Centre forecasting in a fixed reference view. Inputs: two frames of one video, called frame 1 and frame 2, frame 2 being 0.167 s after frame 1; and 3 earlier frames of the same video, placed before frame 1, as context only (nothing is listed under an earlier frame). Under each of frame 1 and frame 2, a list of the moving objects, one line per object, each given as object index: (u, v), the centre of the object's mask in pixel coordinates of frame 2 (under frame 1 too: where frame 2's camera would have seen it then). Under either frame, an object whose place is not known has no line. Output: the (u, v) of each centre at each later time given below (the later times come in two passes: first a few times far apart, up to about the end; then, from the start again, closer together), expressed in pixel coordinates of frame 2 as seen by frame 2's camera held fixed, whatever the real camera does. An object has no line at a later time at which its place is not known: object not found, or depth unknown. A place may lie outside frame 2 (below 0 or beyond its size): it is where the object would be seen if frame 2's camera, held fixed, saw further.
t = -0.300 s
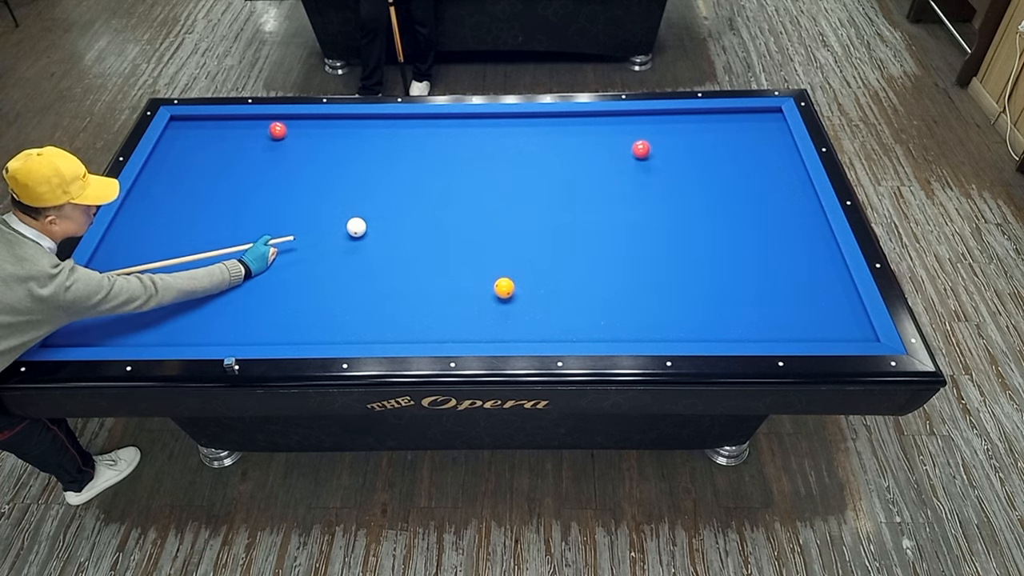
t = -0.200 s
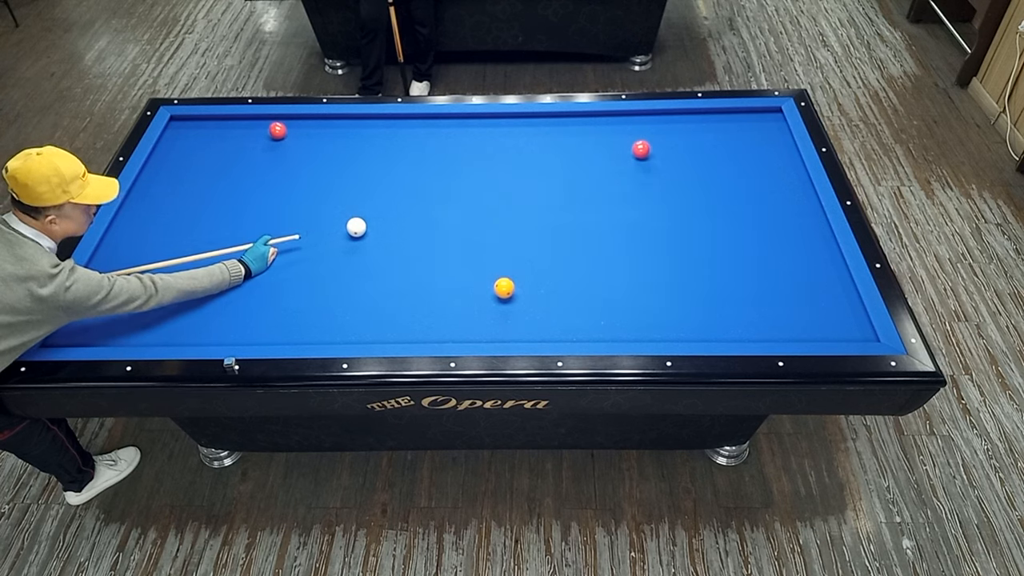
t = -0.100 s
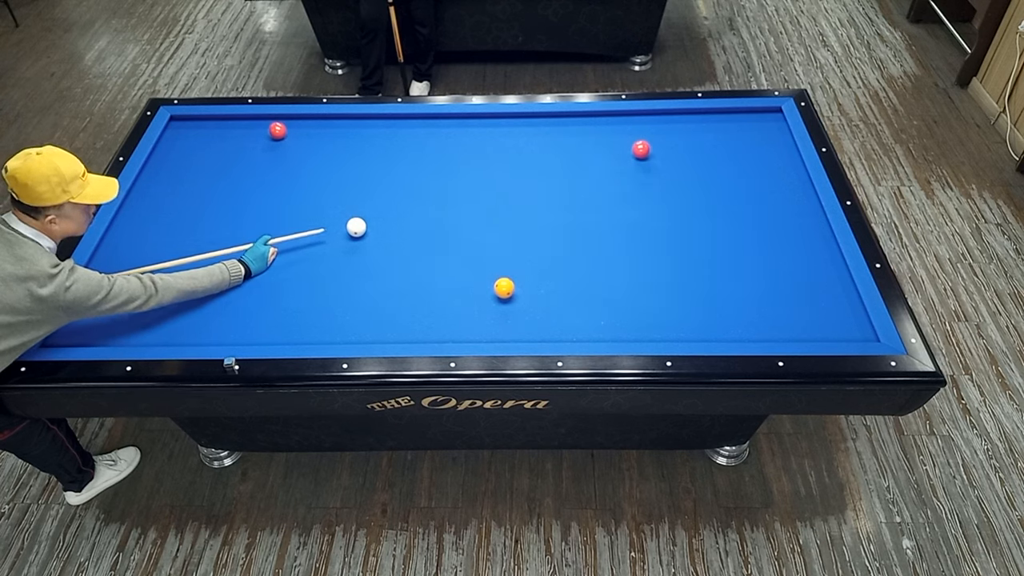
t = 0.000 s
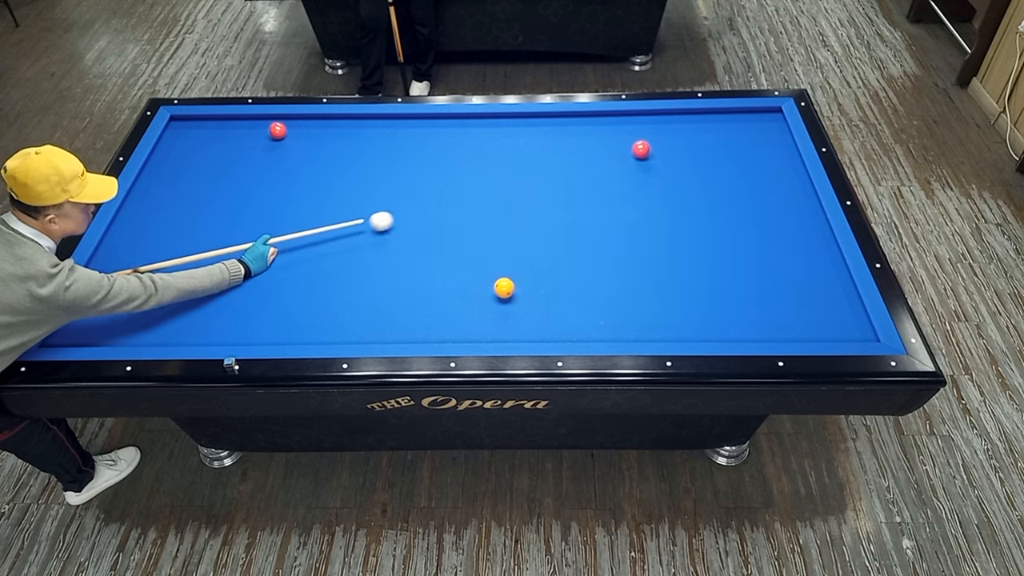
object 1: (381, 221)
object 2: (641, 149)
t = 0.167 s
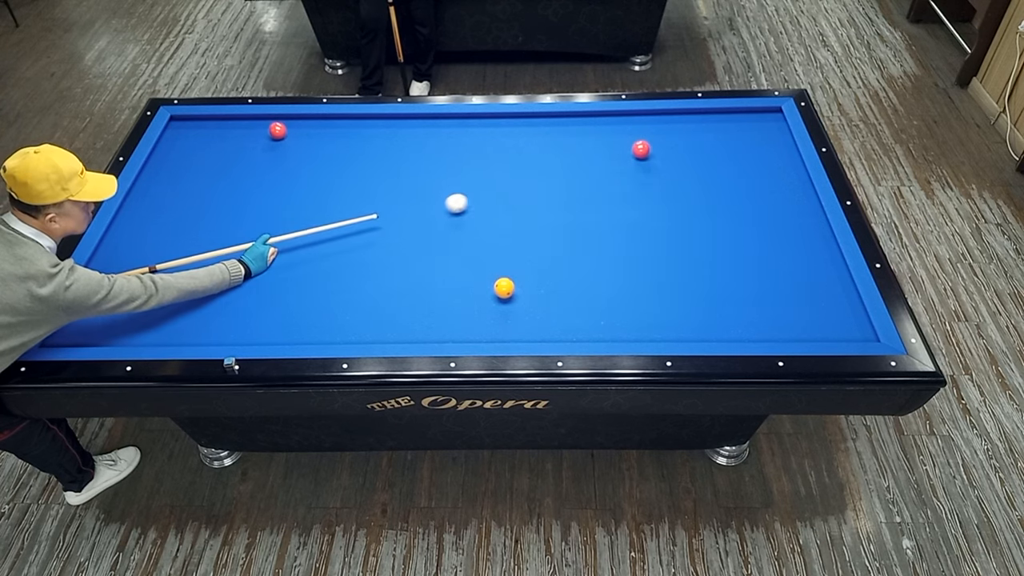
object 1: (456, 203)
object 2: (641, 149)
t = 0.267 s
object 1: (499, 192)
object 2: (641, 149)
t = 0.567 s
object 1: (621, 162)
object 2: (641, 149)
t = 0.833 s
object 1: (711, 165)
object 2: (655, 123)
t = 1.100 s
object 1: (797, 170)
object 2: (672, 124)
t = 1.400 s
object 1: (728, 168)
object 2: (693, 139)
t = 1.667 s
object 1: (679, 168)
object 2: (713, 154)
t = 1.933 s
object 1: (631, 167)
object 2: (733, 168)
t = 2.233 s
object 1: (579, 166)
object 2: (756, 185)
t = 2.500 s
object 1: (534, 165)
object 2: (776, 200)
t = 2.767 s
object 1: (491, 164)
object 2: (797, 216)
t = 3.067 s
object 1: (443, 163)
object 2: (821, 233)
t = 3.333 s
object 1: (402, 162)
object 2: (823, 247)
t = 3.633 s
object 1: (357, 160)
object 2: (820, 262)
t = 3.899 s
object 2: (817, 275)
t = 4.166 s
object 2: (814, 288)
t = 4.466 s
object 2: (811, 301)
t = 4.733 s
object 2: (808, 313)
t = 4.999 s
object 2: (805, 325)
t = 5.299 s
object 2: (800, 332)
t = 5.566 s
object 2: (794, 328)
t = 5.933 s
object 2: (785, 320)
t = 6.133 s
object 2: (782, 317)
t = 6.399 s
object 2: (778, 313)
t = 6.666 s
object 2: (775, 310)
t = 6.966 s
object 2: (772, 307)
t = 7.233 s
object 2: (770, 305)
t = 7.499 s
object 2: (769, 303)
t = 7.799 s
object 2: (769, 301)
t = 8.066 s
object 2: (768, 301)
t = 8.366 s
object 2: (768, 301)
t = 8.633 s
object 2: (768, 301)
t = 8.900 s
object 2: (768, 301)
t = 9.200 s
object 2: (768, 301)
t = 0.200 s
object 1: (471, 199)
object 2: (641, 149)
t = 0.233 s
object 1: (485, 196)
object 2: (640, 149)
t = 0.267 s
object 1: (499, 192)
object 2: (641, 149)
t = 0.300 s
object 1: (513, 189)
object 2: (641, 149)
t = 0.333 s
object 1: (527, 185)
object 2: (641, 149)
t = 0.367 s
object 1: (541, 182)
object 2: (641, 149)
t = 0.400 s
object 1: (555, 179)
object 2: (641, 149)
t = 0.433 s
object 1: (568, 176)
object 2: (641, 149)
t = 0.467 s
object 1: (581, 172)
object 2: (641, 149)
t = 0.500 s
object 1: (595, 169)
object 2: (641, 149)
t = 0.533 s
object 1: (608, 166)
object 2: (641, 149)
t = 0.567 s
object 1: (621, 162)
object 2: (641, 149)
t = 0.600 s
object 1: (634, 159)
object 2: (641, 147)
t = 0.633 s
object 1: (645, 160)
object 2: (643, 144)
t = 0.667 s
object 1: (656, 162)
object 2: (645, 141)
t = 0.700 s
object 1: (666, 163)
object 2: (648, 137)
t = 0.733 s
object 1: (677, 164)
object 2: (650, 133)
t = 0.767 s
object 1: (689, 164)
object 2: (652, 130)
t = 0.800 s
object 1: (700, 165)
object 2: (653, 126)
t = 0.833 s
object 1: (711, 165)
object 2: (655, 123)
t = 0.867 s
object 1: (722, 166)
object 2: (657, 120)
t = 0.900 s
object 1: (734, 167)
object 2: (659, 117)
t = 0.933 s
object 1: (745, 167)
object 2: (660, 114)
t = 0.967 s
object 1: (756, 168)
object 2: (662, 116)
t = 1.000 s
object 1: (768, 168)
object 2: (665, 118)
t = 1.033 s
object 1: (779, 169)
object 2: (667, 120)
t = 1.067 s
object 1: (791, 169)
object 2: (670, 122)
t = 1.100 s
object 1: (797, 170)
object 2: (672, 124)
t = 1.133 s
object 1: (787, 170)
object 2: (675, 125)
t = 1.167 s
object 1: (778, 169)
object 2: (677, 127)
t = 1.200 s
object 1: (770, 169)
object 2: (679, 129)
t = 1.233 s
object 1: (762, 169)
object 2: (682, 130)
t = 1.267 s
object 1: (755, 169)
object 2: (684, 132)
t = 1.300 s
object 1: (748, 168)
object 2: (686, 134)
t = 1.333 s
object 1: (741, 169)
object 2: (689, 136)
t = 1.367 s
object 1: (735, 169)
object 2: (691, 138)
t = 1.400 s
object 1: (728, 168)
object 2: (693, 139)
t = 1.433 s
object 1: (722, 168)
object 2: (696, 141)
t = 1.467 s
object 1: (716, 168)
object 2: (698, 143)
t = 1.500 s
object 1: (710, 168)
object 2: (701, 145)
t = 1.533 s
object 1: (703, 168)
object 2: (703, 147)
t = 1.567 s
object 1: (697, 168)
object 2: (705, 148)
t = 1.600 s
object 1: (691, 168)
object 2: (708, 150)
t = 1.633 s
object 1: (685, 168)
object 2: (711, 152)
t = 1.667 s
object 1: (679, 168)
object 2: (713, 154)
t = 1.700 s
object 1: (673, 167)
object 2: (716, 156)
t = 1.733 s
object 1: (667, 167)
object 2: (718, 157)
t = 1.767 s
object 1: (660, 167)
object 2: (720, 159)
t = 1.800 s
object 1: (654, 167)
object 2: (723, 161)
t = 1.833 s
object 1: (649, 167)
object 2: (726, 163)
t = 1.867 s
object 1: (642, 167)
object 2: (728, 165)
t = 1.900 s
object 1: (636, 167)
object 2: (731, 167)
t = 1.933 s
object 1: (631, 167)
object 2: (733, 168)
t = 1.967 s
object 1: (625, 167)
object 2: (735, 170)
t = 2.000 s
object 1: (619, 167)
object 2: (738, 172)
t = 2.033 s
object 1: (613, 167)
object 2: (741, 174)
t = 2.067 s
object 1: (607, 167)
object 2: (743, 176)
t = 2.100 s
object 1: (602, 166)
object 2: (745, 178)
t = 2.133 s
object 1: (596, 166)
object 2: (748, 180)
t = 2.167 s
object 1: (590, 166)
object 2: (751, 182)
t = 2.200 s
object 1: (585, 166)
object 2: (753, 183)
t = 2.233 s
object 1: (579, 166)
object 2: (756, 185)
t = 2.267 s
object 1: (573, 166)
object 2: (758, 187)
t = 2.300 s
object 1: (567, 166)
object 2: (761, 189)
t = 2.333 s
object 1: (562, 166)
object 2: (763, 191)
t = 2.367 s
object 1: (556, 165)
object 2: (766, 193)
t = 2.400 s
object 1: (551, 166)
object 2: (769, 195)
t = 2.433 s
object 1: (545, 165)
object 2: (771, 197)
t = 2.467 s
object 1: (540, 165)
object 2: (774, 198)
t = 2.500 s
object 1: (534, 165)
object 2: (776, 200)
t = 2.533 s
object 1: (529, 165)
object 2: (779, 202)
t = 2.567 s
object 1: (523, 165)
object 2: (781, 204)
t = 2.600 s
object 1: (518, 165)
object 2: (784, 206)
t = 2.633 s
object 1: (512, 165)
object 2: (787, 208)
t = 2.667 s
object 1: (507, 165)
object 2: (789, 210)
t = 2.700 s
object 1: (502, 164)
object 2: (792, 212)
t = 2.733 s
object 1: (496, 164)
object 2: (795, 214)
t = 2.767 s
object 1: (491, 164)
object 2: (797, 216)
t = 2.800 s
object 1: (486, 164)
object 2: (800, 218)
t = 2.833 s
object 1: (480, 164)
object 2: (802, 220)
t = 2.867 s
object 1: (475, 164)
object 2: (805, 222)
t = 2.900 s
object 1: (470, 163)
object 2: (808, 224)
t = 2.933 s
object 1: (465, 163)
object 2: (810, 225)
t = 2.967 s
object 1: (459, 163)
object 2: (813, 227)
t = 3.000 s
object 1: (454, 163)
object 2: (815, 229)
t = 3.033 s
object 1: (449, 163)
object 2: (818, 231)
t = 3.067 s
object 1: (443, 163)
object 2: (821, 233)
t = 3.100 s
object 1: (438, 163)
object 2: (823, 235)
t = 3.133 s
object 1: (433, 163)
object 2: (825, 237)
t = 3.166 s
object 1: (428, 163)
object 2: (825, 239)
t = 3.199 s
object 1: (423, 162)
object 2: (824, 241)
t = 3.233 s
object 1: (418, 162)
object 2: (824, 242)
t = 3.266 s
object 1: (413, 162)
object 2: (824, 244)
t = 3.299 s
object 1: (407, 162)
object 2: (823, 245)
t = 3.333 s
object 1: (402, 162)
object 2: (823, 247)
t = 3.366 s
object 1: (397, 162)
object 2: (822, 249)
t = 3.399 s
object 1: (392, 162)
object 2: (822, 250)
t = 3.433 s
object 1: (387, 162)
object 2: (822, 252)
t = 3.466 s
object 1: (382, 161)
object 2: (821, 253)
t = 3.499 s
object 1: (377, 161)
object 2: (821, 255)
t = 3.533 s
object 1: (372, 161)
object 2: (821, 257)
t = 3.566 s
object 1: (367, 161)
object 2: (820, 258)
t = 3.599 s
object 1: (362, 160)
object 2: (820, 260)
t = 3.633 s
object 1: (357, 160)
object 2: (820, 262)
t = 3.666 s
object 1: (352, 160)
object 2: (819, 263)
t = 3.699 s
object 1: (347, 160)
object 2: (819, 265)
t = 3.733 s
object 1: (342, 160)
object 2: (819, 267)
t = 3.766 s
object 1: (337, 160)
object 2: (818, 268)
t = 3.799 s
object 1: (333, 159)
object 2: (818, 270)
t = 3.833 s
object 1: (328, 160)
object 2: (818, 271)
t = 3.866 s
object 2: (817, 273)
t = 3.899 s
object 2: (817, 275)
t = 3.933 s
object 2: (817, 276)
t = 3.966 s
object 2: (816, 278)
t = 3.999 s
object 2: (816, 279)
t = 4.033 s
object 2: (816, 281)
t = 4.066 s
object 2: (815, 283)
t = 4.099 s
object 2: (815, 284)
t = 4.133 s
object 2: (814, 286)
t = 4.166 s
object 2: (814, 288)
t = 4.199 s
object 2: (814, 289)
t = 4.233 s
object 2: (814, 291)
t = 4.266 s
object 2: (813, 292)
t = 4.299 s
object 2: (813, 294)
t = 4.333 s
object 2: (812, 295)
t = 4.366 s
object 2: (812, 297)
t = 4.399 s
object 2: (812, 298)
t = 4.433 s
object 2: (811, 300)
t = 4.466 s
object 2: (811, 301)
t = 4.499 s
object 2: (811, 303)
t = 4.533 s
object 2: (810, 305)
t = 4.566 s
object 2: (810, 306)
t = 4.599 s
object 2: (809, 308)
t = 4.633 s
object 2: (809, 309)
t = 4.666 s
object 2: (809, 310)
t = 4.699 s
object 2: (808, 312)
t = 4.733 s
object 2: (808, 313)
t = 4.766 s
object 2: (808, 315)
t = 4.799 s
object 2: (807, 316)
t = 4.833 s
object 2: (807, 318)
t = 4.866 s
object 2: (806, 319)
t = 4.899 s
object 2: (806, 321)
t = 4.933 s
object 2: (806, 322)
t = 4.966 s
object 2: (805, 324)
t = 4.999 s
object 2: (805, 325)
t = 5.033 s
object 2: (805, 327)
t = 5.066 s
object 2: (804, 328)
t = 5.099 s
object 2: (804, 329)
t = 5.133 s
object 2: (803, 330)
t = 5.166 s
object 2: (803, 332)
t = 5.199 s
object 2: (803, 332)
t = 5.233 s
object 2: (802, 333)
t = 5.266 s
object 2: (801, 333)
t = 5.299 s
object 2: (800, 332)
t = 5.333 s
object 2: (799, 332)
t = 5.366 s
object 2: (799, 331)
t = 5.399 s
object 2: (798, 331)
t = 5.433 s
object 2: (797, 330)
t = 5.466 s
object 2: (796, 330)
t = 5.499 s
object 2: (796, 329)
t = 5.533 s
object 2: (795, 329)
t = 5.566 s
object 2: (794, 328)
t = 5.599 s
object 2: (793, 328)
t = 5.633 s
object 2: (792, 327)
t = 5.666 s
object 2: (792, 326)
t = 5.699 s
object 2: (791, 325)
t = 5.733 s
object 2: (790, 324)
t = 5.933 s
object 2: (785, 320)
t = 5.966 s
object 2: (785, 319)
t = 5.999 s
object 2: (785, 319)
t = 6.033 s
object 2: (784, 318)
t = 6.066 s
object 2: (783, 318)
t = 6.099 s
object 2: (783, 317)
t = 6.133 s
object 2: (782, 317)
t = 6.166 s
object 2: (781, 316)
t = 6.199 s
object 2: (781, 316)
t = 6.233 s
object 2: (780, 315)
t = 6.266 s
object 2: (780, 315)
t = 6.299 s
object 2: (780, 314)
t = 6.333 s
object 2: (779, 314)
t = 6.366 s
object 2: (778, 313)
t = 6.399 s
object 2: (778, 313)
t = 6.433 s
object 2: (777, 313)
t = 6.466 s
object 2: (777, 312)
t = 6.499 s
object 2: (777, 312)
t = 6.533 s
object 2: (776, 311)
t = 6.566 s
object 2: (776, 311)
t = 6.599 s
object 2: (776, 310)
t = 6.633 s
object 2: (775, 310)
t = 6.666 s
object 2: (775, 310)
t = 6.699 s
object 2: (774, 309)
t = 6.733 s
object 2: (774, 309)
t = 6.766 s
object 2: (774, 309)
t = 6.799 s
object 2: (773, 308)
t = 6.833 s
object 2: (773, 308)
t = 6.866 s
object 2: (773, 308)
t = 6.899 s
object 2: (773, 307)
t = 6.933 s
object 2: (772, 307)
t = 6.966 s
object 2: (772, 307)
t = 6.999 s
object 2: (772, 307)
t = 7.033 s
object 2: (772, 306)
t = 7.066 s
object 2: (772, 306)
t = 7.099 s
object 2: (771, 306)
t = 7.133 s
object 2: (771, 305)
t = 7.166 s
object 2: (771, 305)
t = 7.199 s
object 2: (770, 305)
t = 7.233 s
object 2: (770, 305)
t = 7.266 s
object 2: (770, 305)
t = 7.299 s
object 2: (770, 304)
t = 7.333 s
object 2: (770, 304)
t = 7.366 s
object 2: (770, 304)
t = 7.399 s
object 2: (770, 304)
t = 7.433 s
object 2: (769, 303)
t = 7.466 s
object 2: (769, 303)
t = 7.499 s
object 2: (769, 303)
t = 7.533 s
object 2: (769, 303)
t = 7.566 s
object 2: (769, 303)
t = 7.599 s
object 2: (769, 303)
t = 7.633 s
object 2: (769, 302)
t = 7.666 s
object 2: (769, 302)
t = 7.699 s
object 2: (769, 302)
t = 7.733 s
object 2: (769, 302)
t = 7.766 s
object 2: (769, 302)
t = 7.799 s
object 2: (769, 301)
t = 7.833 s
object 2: (769, 301)
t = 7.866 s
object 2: (768, 301)
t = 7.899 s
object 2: (768, 301)
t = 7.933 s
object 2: (768, 301)
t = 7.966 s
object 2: (768, 301)
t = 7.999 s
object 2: (768, 301)
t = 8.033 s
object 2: (768, 301)
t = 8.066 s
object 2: (768, 301)
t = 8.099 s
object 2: (768, 301)
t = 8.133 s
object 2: (768, 301)
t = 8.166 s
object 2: (768, 301)
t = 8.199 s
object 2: (768, 301)
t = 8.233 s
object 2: (768, 301)
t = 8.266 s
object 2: (768, 301)
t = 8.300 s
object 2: (768, 301)
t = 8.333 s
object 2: (768, 301)
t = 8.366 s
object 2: (768, 301)
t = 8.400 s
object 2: (768, 301)
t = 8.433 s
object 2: (768, 301)
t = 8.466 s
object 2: (768, 301)
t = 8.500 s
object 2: (768, 301)
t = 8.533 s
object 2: (768, 301)
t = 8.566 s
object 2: (768, 301)
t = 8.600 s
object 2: (768, 301)
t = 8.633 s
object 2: (768, 301)
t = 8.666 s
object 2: (768, 301)
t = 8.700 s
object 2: (768, 301)
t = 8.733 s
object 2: (768, 301)
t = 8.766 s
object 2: (768, 301)
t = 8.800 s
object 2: (768, 301)
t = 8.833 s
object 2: (768, 301)
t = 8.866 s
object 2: (768, 301)
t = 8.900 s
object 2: (768, 301)
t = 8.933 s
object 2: (768, 301)
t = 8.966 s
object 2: (768, 301)
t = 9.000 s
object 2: (768, 301)
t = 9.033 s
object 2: (768, 301)
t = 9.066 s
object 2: (768, 301)
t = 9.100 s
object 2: (768, 301)
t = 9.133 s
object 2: (768, 301)
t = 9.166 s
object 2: (768, 301)
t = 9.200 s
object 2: (768, 301)
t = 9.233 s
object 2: (768, 301)
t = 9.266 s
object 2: (768, 301)
